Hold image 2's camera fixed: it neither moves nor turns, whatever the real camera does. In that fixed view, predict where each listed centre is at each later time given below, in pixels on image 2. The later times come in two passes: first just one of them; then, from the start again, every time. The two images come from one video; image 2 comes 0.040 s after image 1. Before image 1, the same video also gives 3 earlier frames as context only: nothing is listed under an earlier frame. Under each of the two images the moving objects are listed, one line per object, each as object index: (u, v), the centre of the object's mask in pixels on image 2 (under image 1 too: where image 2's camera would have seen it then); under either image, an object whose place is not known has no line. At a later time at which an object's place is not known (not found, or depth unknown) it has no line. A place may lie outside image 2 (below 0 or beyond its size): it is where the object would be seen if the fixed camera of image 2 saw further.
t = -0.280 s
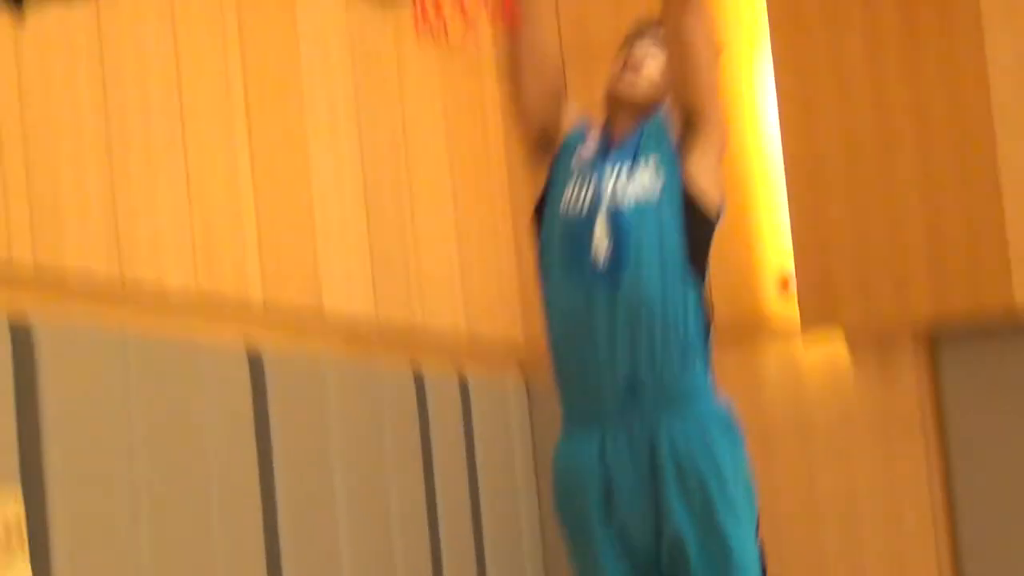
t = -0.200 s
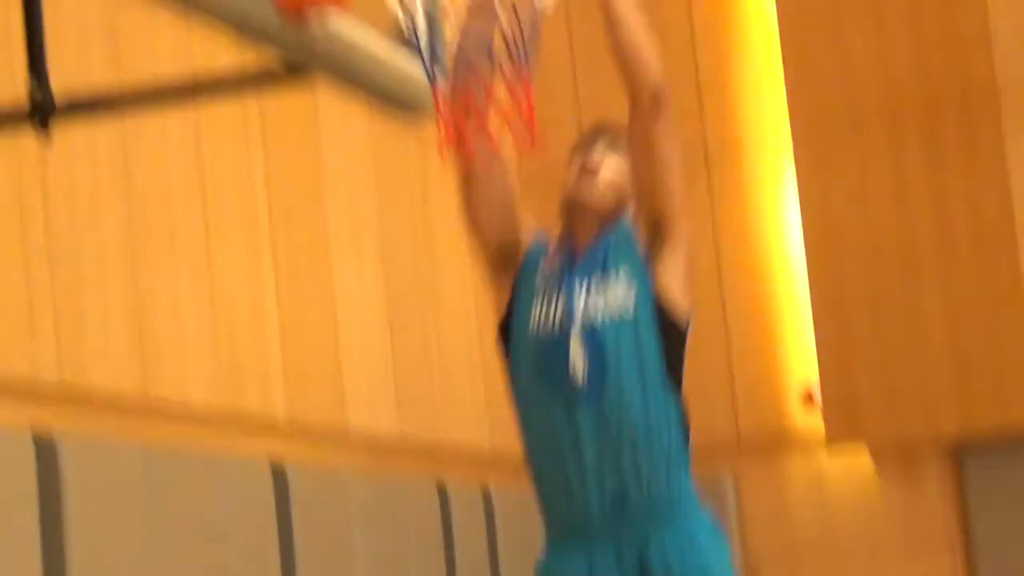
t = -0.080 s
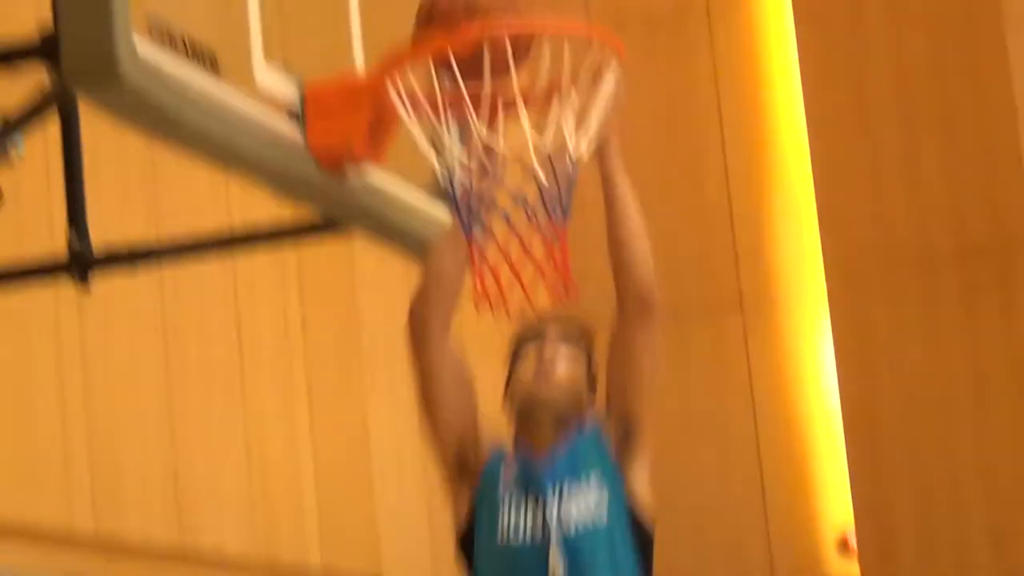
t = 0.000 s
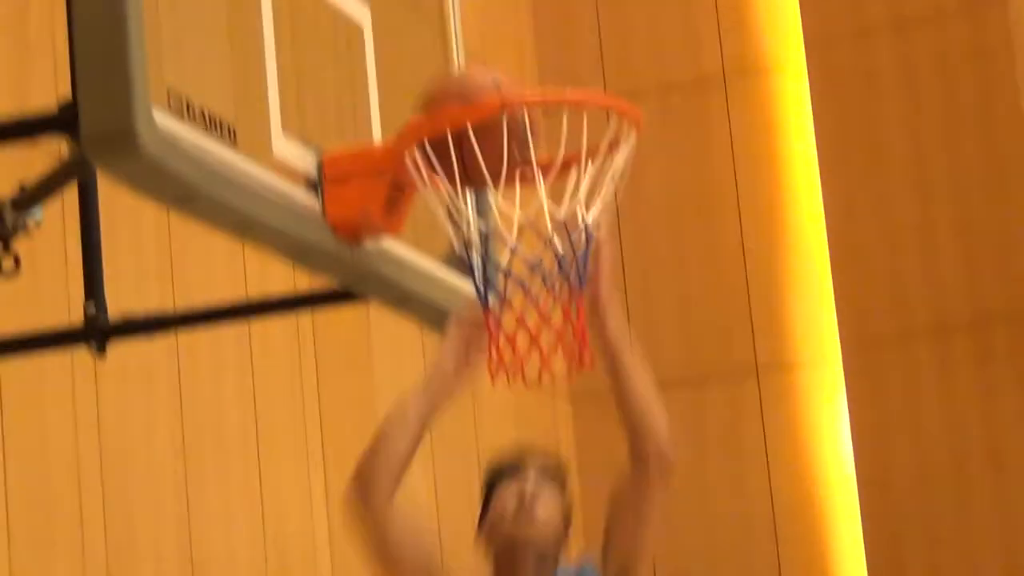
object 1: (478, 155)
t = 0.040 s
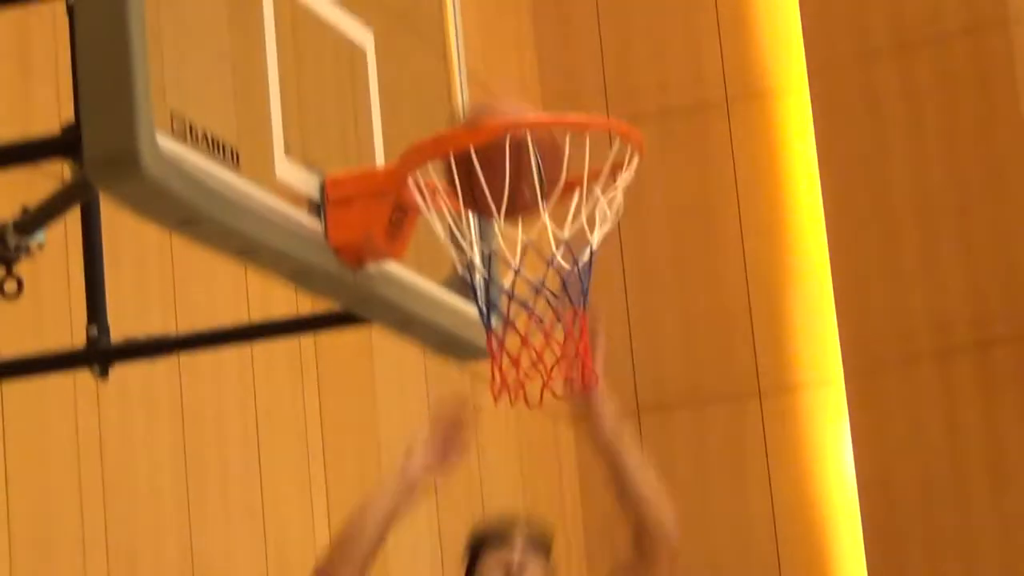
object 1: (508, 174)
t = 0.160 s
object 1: (586, 220)
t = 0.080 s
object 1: (530, 182)
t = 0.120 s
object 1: (559, 201)
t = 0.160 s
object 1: (586, 220)
